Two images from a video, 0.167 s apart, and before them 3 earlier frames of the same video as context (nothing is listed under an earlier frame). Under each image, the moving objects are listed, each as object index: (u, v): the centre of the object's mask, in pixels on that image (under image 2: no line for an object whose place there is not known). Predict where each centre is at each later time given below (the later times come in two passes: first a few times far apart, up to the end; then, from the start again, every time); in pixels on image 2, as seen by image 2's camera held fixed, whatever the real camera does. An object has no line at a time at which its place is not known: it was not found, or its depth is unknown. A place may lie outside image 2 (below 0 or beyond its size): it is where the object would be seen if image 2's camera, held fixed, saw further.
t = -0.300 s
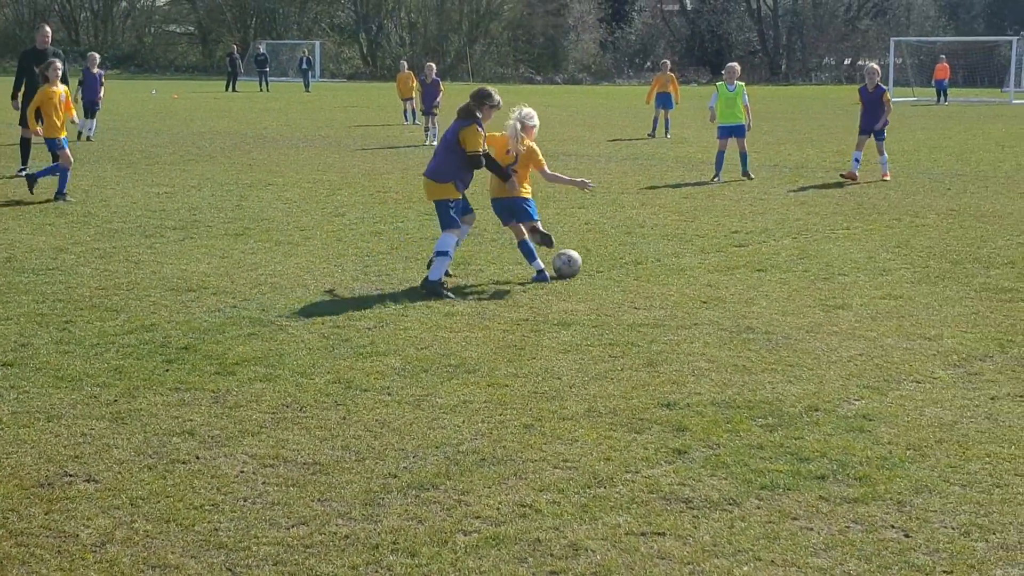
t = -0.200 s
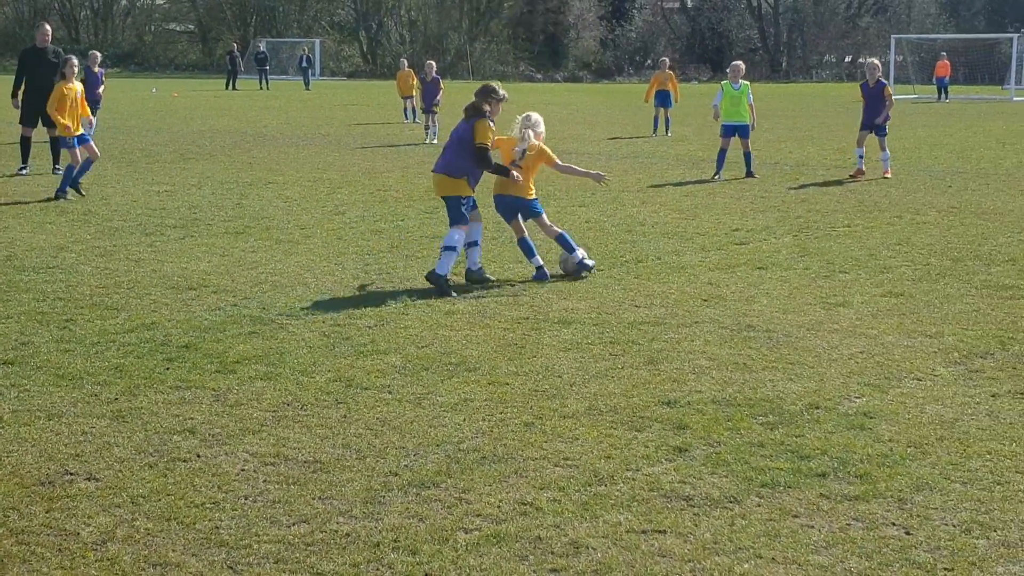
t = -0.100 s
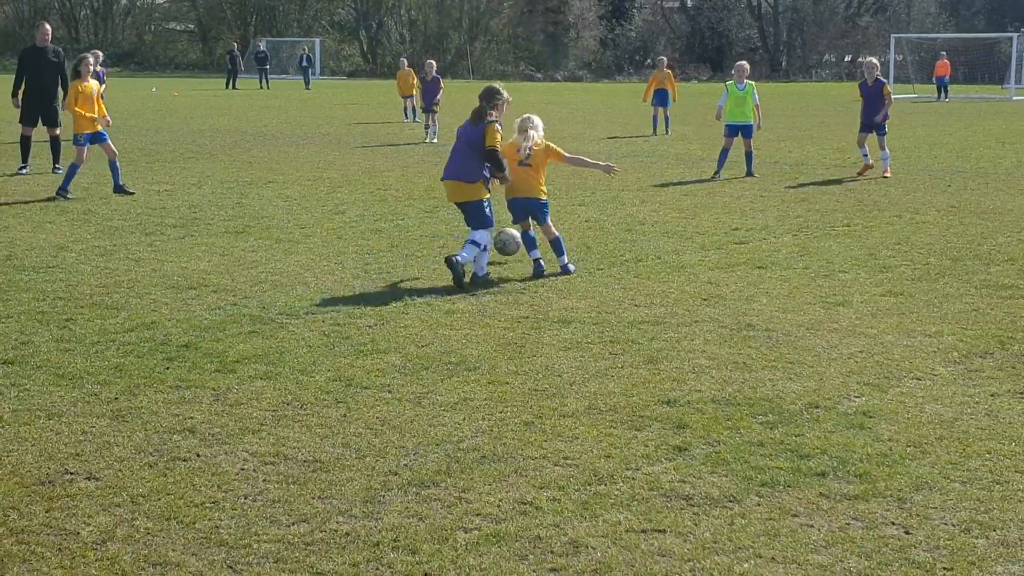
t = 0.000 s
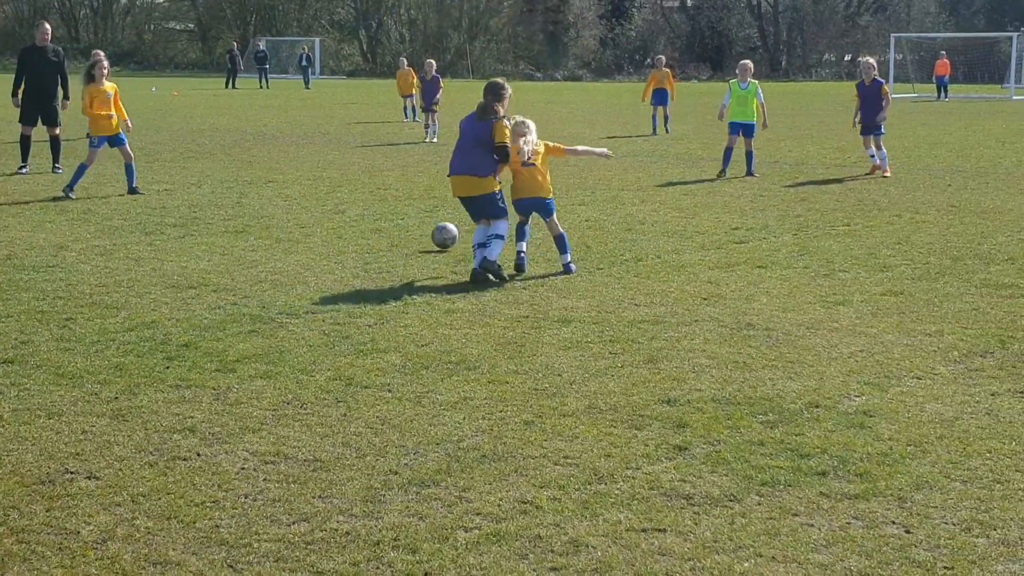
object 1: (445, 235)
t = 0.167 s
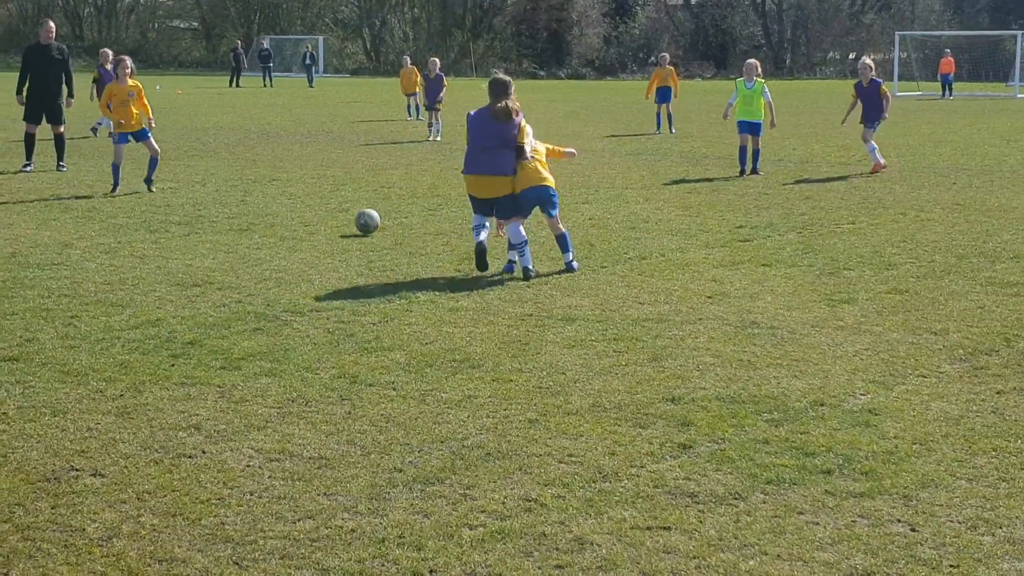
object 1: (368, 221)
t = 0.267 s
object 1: (329, 215)
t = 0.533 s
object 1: (259, 200)
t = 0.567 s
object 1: (252, 200)
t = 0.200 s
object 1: (353, 221)
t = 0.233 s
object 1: (341, 218)
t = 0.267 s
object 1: (329, 215)
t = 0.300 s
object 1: (318, 213)
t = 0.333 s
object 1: (307, 213)
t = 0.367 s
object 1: (296, 213)
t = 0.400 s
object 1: (288, 209)
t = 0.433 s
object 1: (281, 205)
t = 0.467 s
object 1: (273, 201)
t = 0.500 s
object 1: (266, 200)
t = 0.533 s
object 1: (259, 200)
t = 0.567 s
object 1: (252, 200)
